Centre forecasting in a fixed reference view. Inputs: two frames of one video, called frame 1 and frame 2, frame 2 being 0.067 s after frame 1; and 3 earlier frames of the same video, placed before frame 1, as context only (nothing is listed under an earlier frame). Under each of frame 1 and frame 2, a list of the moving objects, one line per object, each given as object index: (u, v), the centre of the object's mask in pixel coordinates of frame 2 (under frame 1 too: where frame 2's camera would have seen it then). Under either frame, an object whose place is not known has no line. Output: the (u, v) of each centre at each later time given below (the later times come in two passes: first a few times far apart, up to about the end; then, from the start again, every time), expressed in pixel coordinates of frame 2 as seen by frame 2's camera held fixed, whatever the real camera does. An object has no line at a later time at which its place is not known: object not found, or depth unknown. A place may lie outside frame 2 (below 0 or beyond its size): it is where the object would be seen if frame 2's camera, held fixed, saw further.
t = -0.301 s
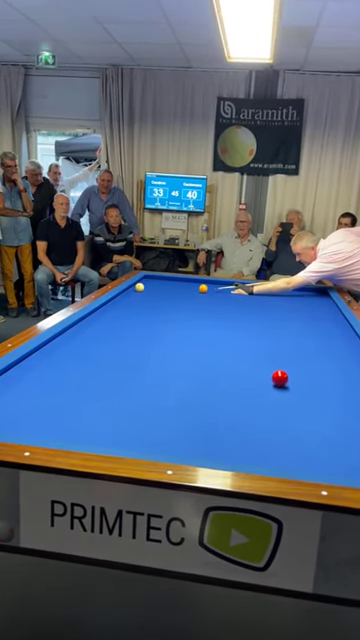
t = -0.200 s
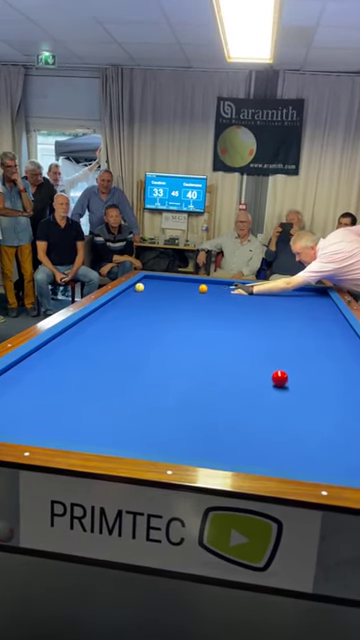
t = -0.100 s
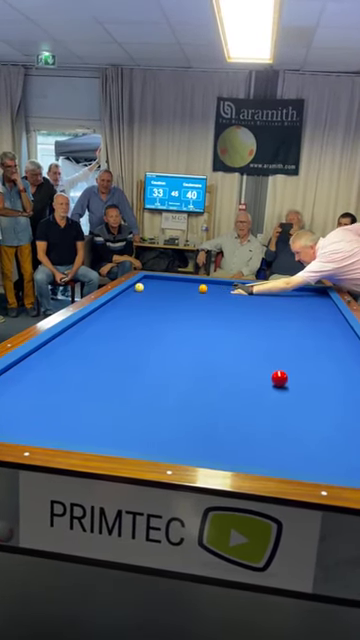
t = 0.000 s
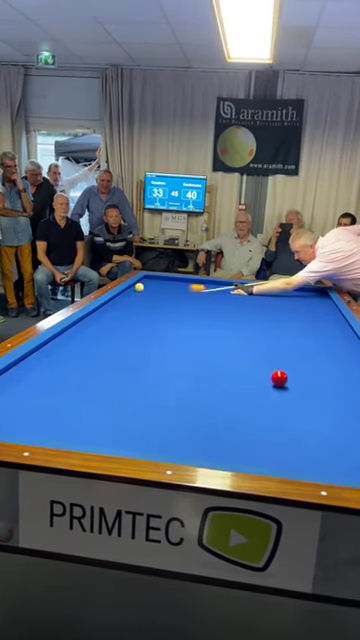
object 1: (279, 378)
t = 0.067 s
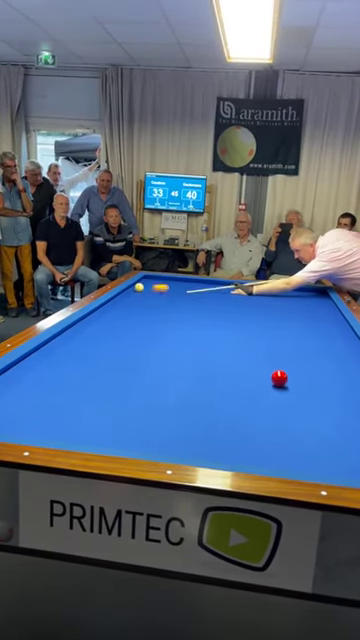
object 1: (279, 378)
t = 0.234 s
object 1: (279, 378)
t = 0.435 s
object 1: (279, 378)
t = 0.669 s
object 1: (279, 378)
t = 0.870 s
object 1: (279, 378)
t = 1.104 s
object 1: (311, 390)
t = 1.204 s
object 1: (346, 403)
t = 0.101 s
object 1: (279, 378)
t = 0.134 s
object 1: (279, 378)
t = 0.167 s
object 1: (279, 378)
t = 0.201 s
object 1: (279, 378)
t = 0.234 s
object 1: (279, 378)
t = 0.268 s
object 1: (279, 378)
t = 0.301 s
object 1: (279, 378)
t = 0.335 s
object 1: (279, 378)
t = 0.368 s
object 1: (279, 378)
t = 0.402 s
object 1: (279, 378)
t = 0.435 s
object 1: (279, 378)
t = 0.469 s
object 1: (279, 378)
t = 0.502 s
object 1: (279, 378)
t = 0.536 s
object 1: (279, 378)
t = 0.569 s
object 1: (279, 378)
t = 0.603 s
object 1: (279, 378)
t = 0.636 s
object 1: (279, 378)
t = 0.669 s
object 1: (279, 378)
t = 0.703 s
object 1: (279, 378)
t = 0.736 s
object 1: (279, 378)
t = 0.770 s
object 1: (279, 378)
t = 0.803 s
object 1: (279, 378)
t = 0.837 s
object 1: (279, 378)
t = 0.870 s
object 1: (279, 378)
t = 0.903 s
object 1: (279, 378)
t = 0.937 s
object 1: (279, 378)
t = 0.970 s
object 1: (279, 378)
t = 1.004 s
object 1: (279, 378)
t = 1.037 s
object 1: (288, 381)
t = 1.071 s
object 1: (299, 385)
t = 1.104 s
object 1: (311, 390)
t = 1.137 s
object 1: (323, 395)
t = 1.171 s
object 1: (334, 399)
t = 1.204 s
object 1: (346, 403)
